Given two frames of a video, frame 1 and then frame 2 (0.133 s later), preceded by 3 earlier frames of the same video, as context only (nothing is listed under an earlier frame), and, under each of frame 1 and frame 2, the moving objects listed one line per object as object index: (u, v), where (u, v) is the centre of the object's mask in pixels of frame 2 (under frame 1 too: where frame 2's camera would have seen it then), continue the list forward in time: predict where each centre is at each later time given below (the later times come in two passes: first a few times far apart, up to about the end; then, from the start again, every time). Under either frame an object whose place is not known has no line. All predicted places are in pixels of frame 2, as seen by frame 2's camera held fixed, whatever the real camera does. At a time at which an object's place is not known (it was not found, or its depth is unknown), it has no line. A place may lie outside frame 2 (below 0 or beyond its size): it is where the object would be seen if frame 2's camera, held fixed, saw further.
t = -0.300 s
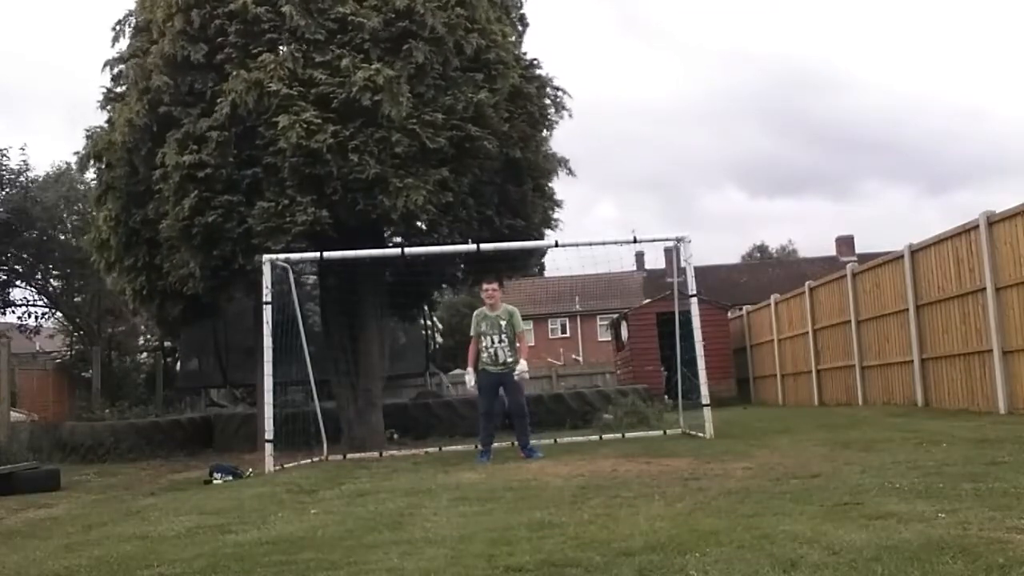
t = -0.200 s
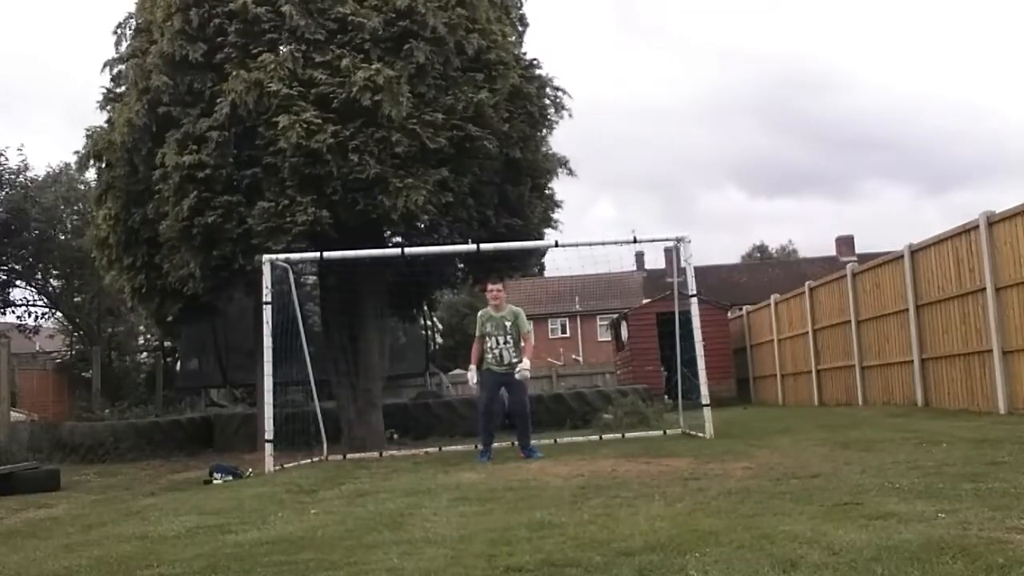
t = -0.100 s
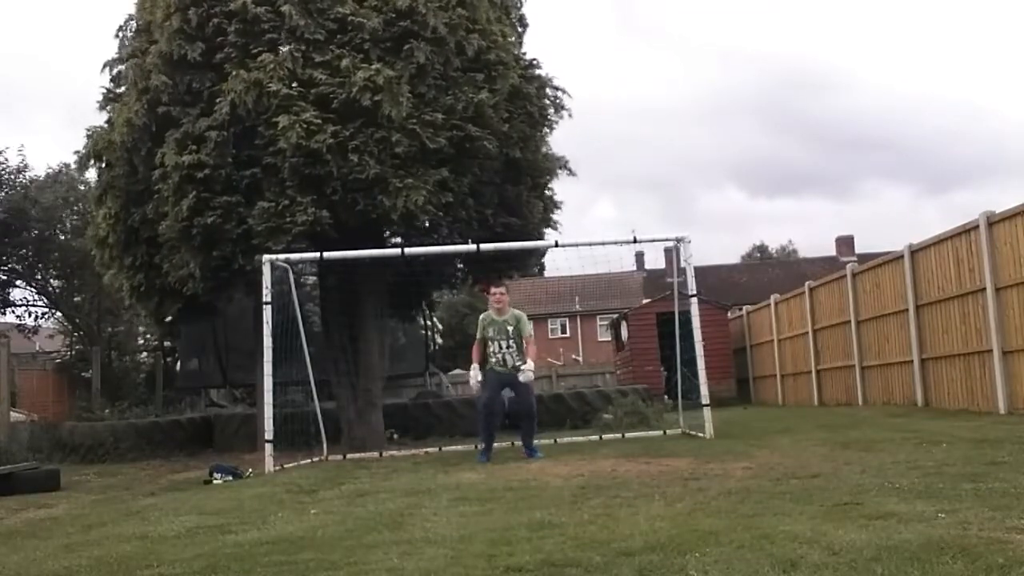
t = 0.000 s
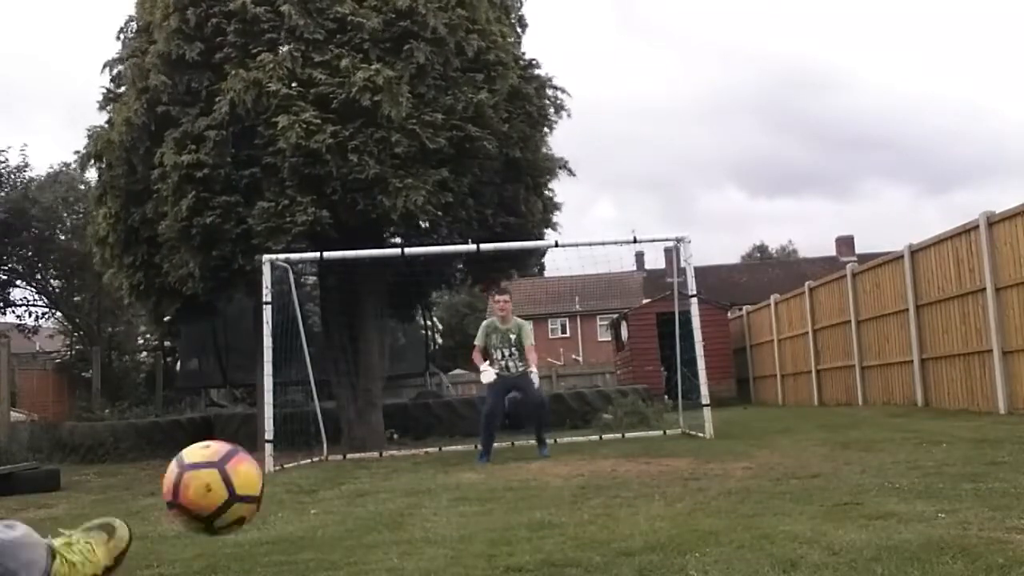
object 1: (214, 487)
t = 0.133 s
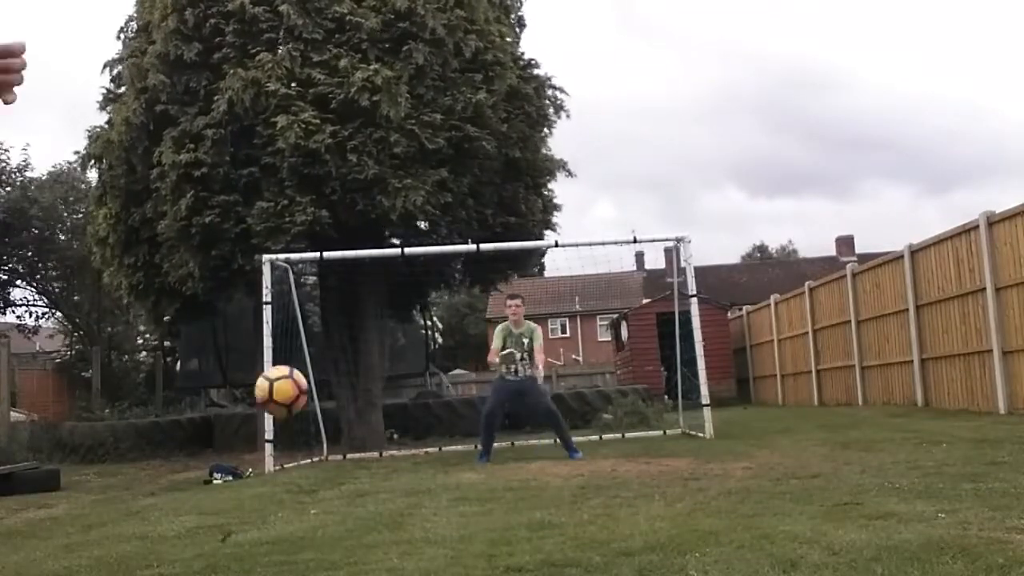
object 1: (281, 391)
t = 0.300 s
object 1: (306, 385)
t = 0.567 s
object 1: (307, 439)
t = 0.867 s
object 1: (325, 446)
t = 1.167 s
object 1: (348, 448)
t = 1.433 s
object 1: (364, 448)
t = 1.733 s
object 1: (383, 452)
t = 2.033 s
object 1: (396, 455)
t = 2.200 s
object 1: (401, 455)
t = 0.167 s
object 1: (289, 385)
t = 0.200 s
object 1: (295, 383)
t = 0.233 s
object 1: (300, 381)
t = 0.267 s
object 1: (304, 383)
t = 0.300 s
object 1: (306, 385)
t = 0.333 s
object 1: (309, 389)
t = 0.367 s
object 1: (310, 394)
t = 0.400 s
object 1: (311, 398)
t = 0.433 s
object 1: (311, 405)
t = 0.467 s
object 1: (312, 412)
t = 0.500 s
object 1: (311, 419)
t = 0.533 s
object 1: (309, 429)
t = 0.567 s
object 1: (307, 439)
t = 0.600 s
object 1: (309, 447)
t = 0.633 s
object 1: (315, 448)
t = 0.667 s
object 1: (317, 444)
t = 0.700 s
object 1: (319, 443)
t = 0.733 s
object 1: (320, 441)
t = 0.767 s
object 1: (321, 440)
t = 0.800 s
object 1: (322, 441)
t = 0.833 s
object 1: (324, 443)
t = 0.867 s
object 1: (325, 446)
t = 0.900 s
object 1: (326, 449)
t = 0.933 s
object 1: (329, 448)
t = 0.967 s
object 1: (332, 446)
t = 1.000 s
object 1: (335, 445)
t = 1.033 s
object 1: (337, 444)
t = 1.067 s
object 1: (340, 445)
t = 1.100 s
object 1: (343, 447)
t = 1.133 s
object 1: (346, 450)
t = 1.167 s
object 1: (348, 448)
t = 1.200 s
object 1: (350, 447)
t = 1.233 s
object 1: (352, 446)
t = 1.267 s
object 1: (355, 447)
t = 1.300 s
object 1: (356, 448)
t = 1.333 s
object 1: (359, 451)
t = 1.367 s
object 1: (360, 450)
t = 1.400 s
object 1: (362, 449)
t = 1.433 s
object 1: (364, 448)
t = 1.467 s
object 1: (366, 448)
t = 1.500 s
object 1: (368, 449)
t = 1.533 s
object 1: (371, 451)
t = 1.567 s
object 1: (372, 453)
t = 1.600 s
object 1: (374, 451)
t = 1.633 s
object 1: (376, 451)
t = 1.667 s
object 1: (379, 452)
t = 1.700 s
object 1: (380, 452)
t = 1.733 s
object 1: (383, 452)
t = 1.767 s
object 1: (384, 453)
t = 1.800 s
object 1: (385, 453)
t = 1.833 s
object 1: (387, 453)
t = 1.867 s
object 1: (389, 453)
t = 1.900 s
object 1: (390, 454)
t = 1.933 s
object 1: (391, 453)
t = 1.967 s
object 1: (392, 454)
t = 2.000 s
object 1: (395, 454)
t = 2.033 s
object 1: (396, 455)
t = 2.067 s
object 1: (397, 455)
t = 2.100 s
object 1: (398, 455)
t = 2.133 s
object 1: (399, 455)
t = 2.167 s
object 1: (400, 454)
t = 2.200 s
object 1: (401, 455)
